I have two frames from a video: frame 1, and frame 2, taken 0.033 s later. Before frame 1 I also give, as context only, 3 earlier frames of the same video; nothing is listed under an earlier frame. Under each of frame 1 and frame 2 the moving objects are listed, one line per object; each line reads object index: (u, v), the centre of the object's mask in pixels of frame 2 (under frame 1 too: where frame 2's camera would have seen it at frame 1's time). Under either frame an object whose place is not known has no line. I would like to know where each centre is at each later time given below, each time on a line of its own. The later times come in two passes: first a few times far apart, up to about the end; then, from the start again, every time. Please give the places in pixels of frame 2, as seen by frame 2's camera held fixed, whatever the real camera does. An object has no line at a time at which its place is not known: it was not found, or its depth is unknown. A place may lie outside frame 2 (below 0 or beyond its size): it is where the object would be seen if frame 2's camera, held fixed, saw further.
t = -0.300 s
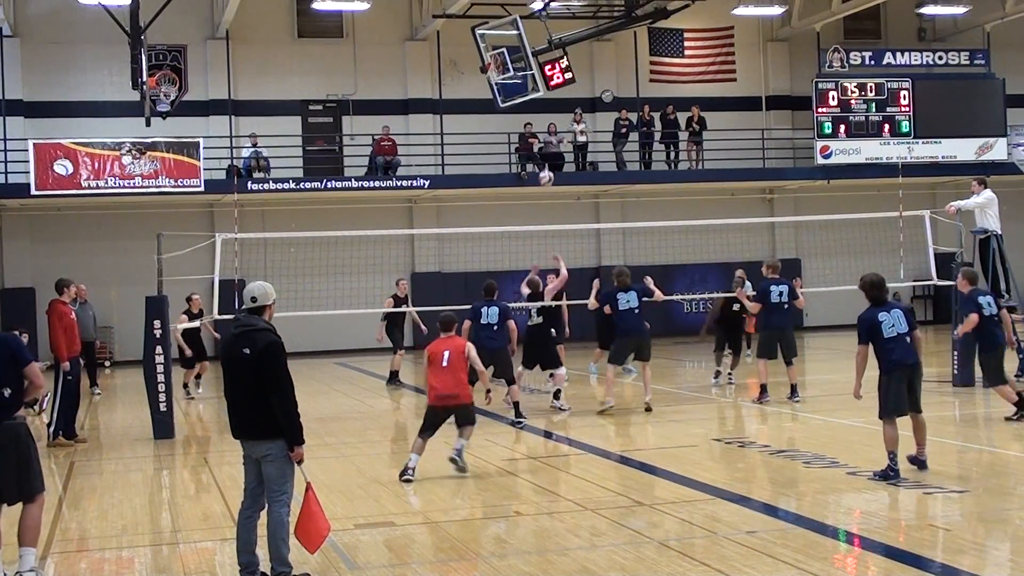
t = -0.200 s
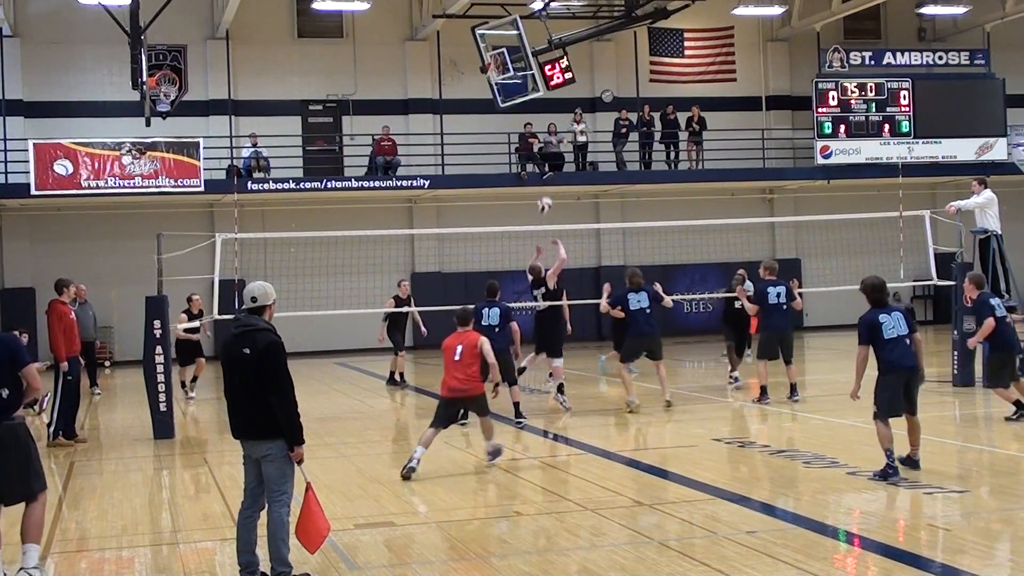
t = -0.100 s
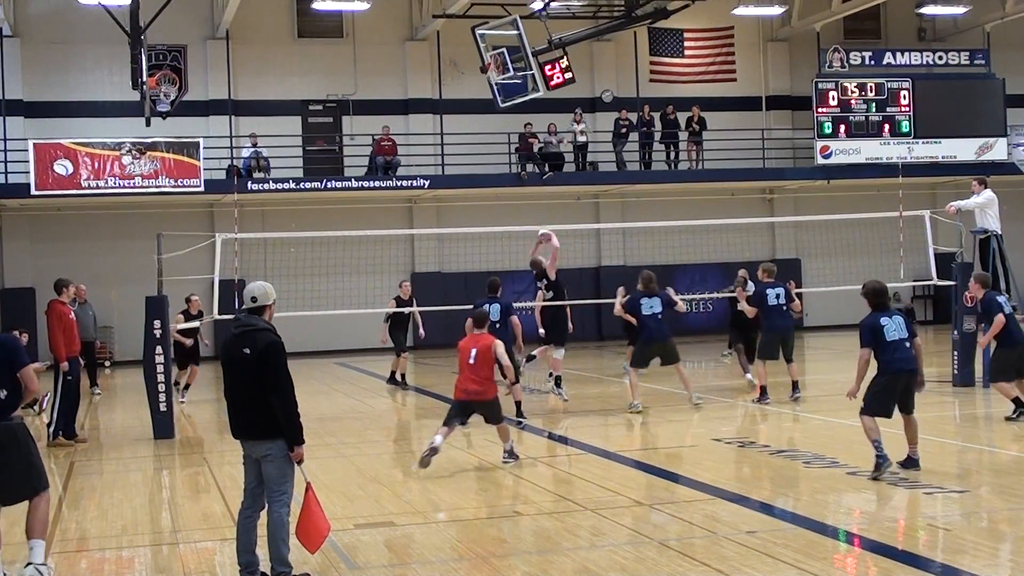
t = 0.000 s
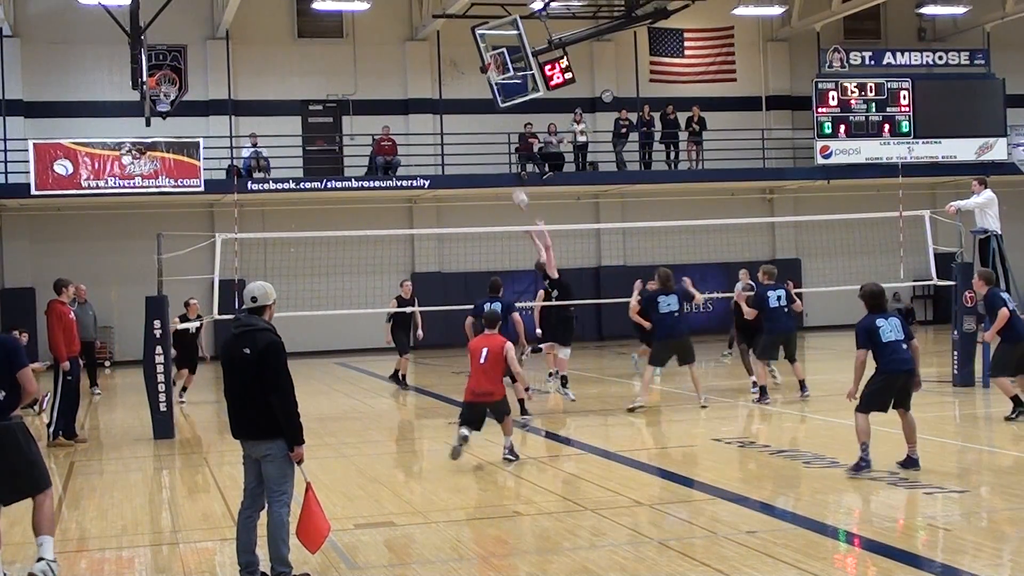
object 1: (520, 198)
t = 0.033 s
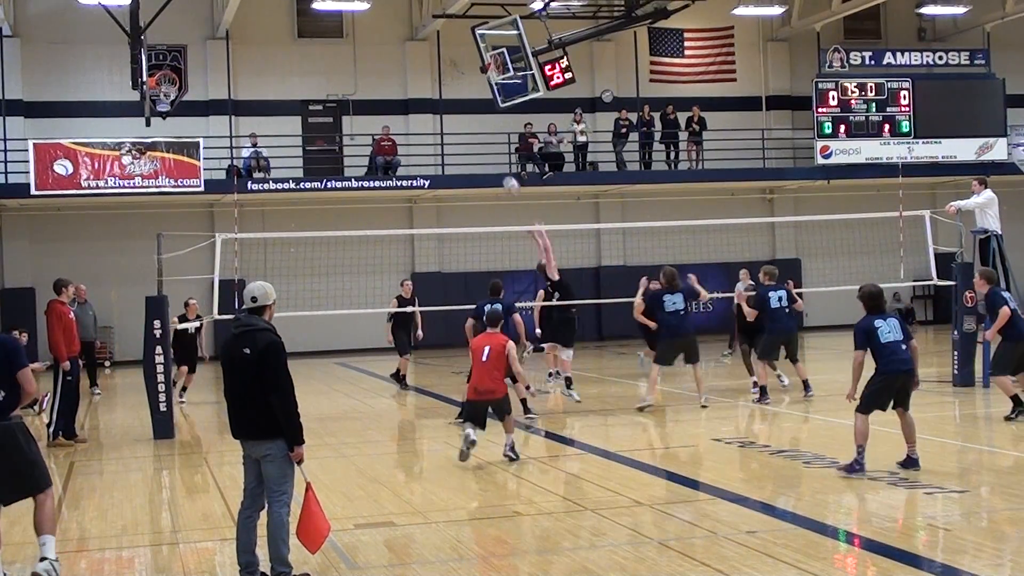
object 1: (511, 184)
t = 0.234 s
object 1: (454, 117)
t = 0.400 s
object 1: (411, 85)
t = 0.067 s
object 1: (502, 173)
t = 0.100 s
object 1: (492, 159)
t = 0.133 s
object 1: (482, 147)
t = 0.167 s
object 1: (473, 137)
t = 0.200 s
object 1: (463, 127)
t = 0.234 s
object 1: (454, 117)
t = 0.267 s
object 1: (446, 109)
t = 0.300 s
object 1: (437, 103)
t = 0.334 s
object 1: (428, 96)
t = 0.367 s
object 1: (420, 91)
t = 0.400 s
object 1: (411, 85)
